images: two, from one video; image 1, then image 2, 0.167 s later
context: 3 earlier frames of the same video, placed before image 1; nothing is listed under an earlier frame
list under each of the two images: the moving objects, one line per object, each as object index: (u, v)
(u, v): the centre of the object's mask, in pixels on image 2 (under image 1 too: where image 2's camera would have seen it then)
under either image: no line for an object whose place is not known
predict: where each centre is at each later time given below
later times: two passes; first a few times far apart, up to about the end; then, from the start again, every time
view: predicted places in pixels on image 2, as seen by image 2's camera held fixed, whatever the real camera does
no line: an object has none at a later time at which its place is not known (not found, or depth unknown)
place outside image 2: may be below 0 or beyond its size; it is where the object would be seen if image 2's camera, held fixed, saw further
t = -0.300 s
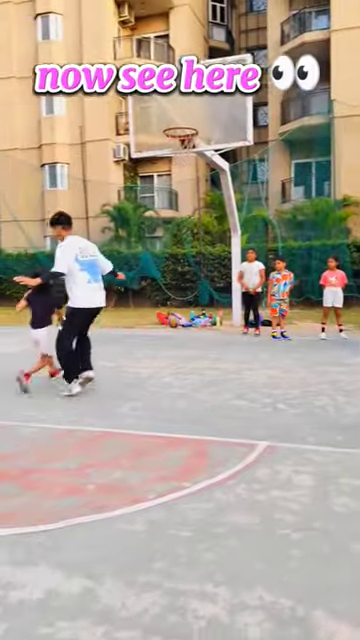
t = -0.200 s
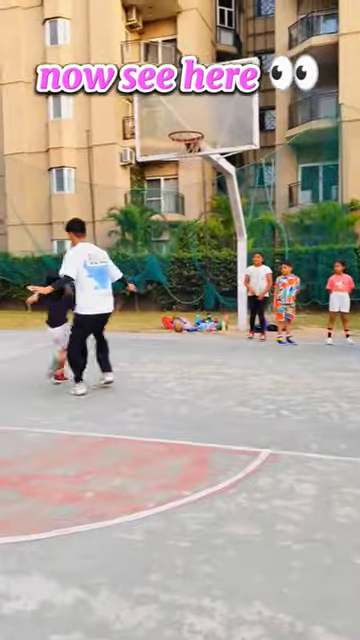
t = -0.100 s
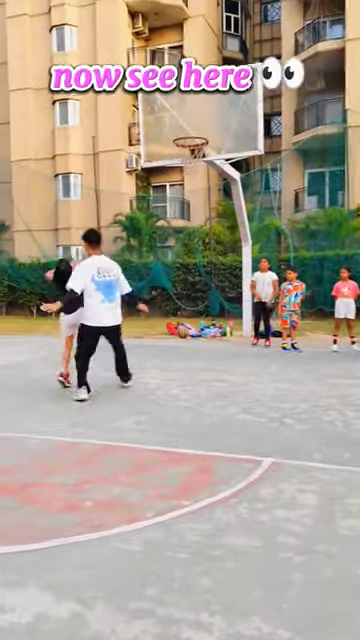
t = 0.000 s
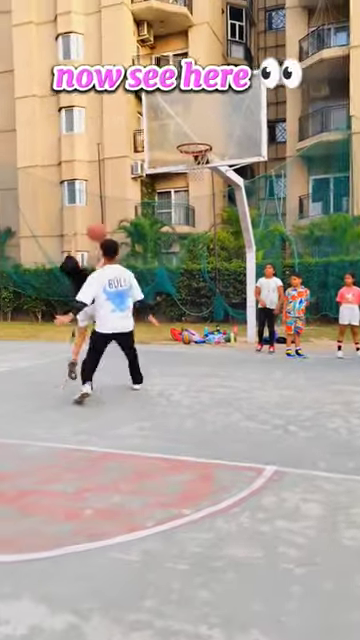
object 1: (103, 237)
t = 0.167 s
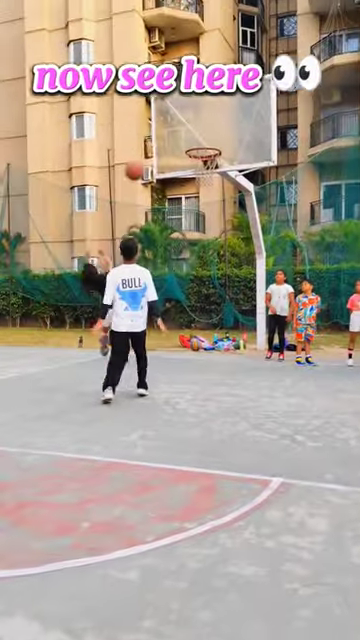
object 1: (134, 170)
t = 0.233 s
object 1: (145, 153)
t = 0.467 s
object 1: (179, 127)
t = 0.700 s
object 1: (205, 139)
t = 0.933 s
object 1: (199, 146)
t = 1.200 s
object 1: (203, 130)
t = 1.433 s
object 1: (205, 154)
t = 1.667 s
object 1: (202, 199)
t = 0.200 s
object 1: (138, 162)
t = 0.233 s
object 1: (145, 153)
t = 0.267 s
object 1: (150, 146)
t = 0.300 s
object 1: (155, 140)
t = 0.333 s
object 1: (160, 137)
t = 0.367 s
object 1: (165, 133)
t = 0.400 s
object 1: (170, 130)
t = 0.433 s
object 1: (174, 127)
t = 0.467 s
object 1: (179, 127)
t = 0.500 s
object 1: (183, 127)
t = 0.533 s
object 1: (187, 128)
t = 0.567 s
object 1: (191, 129)
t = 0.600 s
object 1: (196, 132)
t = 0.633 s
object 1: (201, 134)
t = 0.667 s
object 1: (205, 137)
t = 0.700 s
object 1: (205, 139)
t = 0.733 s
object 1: (204, 140)
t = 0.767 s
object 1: (202, 141)
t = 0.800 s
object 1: (200, 145)
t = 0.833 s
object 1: (200, 146)
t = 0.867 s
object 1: (200, 147)
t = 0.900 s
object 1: (199, 147)
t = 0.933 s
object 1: (199, 146)
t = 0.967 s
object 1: (199, 144)
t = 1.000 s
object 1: (201, 140)
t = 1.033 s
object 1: (201, 137)
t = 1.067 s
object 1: (201, 134)
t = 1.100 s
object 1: (202, 132)
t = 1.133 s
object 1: (203, 131)
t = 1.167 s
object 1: (203, 130)
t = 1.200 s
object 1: (203, 130)
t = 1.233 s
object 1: (204, 131)
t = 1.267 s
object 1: (205, 133)
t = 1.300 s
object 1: (205, 136)
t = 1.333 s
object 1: (206, 139)
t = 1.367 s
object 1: (206, 144)
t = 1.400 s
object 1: (206, 149)
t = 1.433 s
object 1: (205, 154)
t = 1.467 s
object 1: (208, 161)
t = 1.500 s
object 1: (208, 167)
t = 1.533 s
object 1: (208, 174)
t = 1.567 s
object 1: (208, 178)
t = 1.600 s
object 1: (207, 183)
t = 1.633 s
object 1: (206, 192)
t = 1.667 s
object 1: (202, 199)
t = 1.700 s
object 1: (201, 208)
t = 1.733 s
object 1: (200, 217)
